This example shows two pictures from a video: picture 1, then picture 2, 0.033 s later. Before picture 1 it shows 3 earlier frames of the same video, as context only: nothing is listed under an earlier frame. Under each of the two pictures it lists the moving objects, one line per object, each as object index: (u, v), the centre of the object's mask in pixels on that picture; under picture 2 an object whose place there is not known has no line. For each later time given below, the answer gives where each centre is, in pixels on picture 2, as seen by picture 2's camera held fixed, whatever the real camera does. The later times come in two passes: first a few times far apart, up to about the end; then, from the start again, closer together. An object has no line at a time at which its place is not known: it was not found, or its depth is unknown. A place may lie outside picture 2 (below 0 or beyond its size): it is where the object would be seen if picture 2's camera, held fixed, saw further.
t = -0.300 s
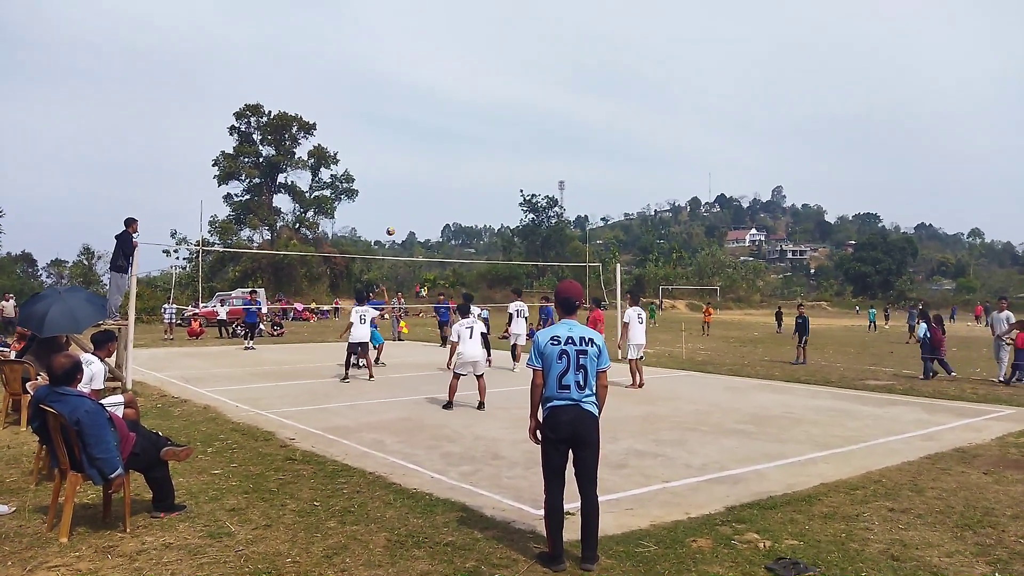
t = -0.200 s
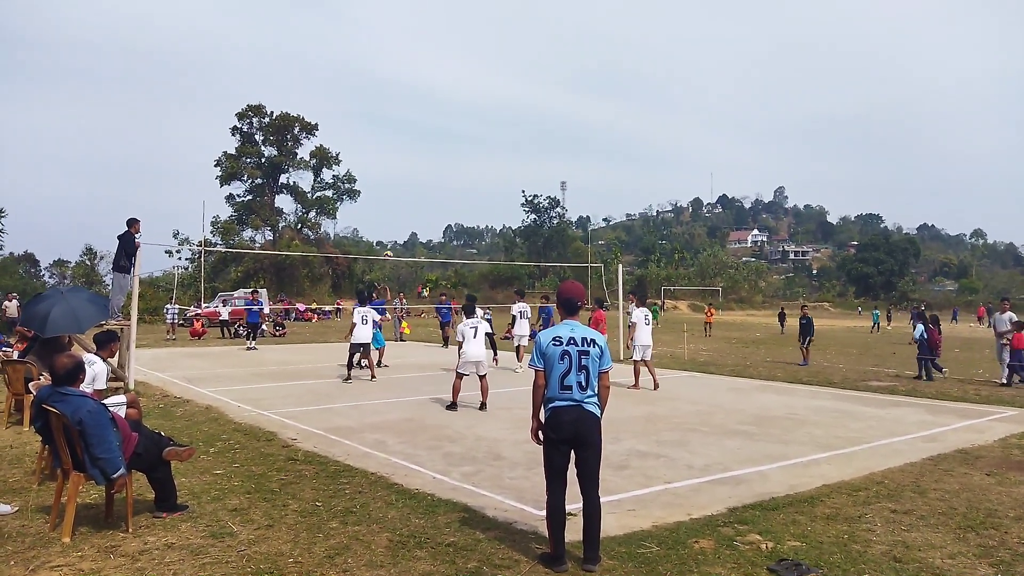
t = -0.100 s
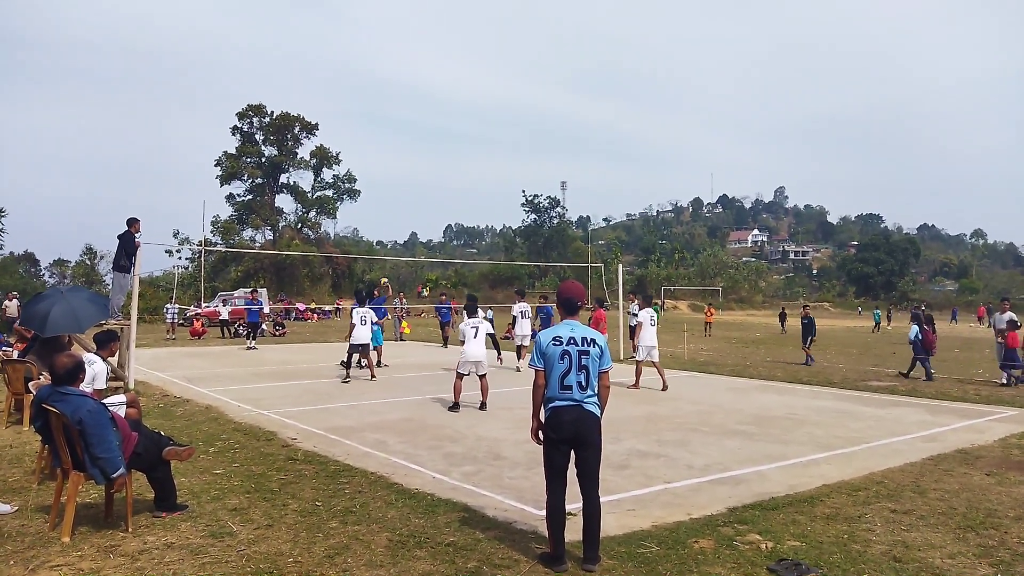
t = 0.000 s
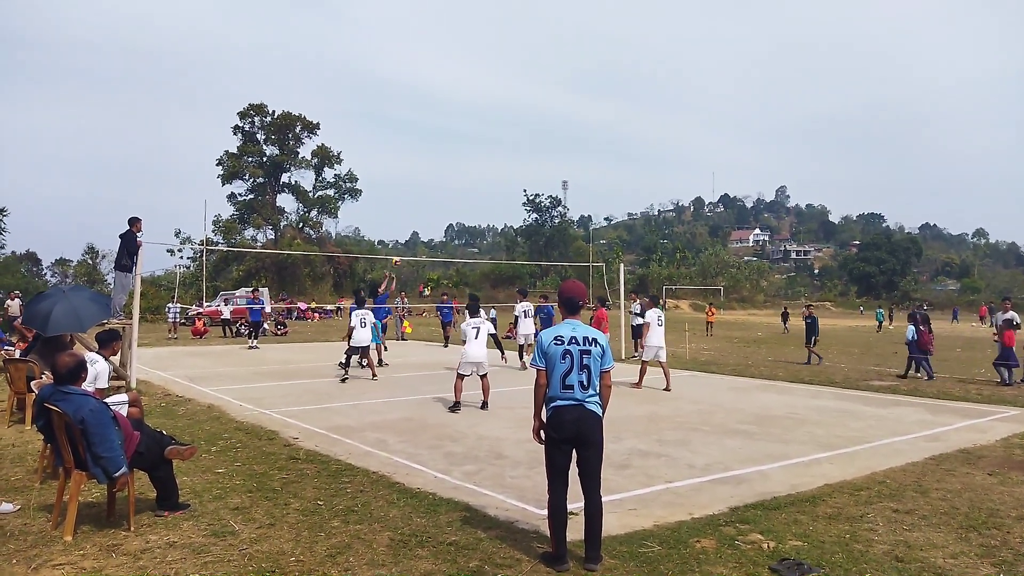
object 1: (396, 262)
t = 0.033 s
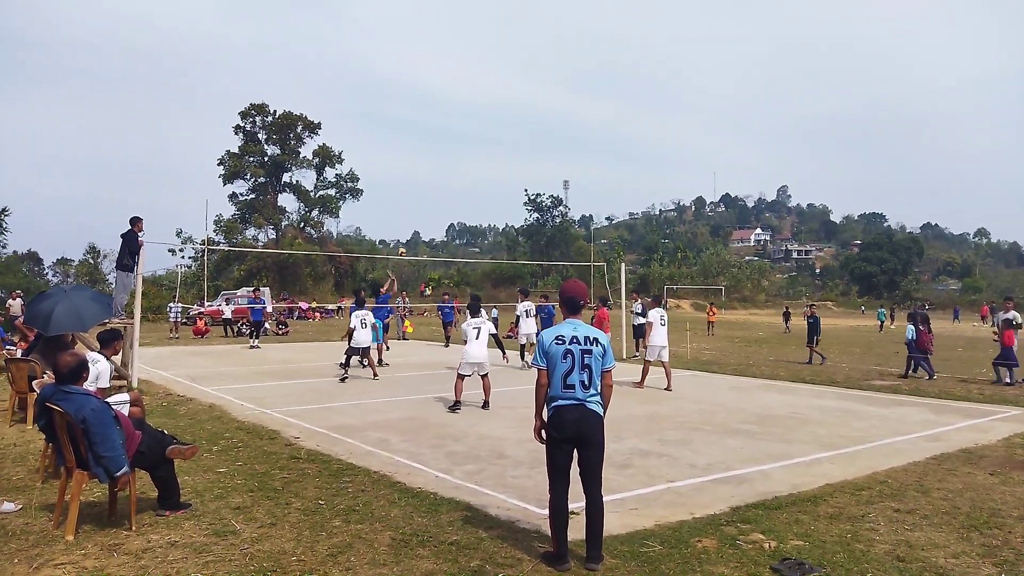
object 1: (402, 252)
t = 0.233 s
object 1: (428, 211)
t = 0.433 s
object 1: (453, 189)
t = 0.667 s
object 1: (481, 184)
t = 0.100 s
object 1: (411, 237)
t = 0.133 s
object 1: (415, 230)
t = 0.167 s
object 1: (419, 223)
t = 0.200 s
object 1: (423, 217)
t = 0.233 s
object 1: (428, 211)
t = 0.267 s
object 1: (432, 206)
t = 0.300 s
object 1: (436, 202)
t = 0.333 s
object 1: (440, 198)
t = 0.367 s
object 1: (445, 194)
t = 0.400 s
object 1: (449, 191)
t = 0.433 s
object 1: (453, 189)
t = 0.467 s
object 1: (456, 187)
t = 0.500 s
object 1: (461, 185)
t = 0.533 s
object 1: (465, 184)
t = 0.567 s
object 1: (469, 183)
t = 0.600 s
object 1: (473, 183)
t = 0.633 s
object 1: (477, 183)
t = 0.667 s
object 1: (481, 184)
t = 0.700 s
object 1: (485, 185)
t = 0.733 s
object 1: (488, 187)
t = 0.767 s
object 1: (492, 189)
